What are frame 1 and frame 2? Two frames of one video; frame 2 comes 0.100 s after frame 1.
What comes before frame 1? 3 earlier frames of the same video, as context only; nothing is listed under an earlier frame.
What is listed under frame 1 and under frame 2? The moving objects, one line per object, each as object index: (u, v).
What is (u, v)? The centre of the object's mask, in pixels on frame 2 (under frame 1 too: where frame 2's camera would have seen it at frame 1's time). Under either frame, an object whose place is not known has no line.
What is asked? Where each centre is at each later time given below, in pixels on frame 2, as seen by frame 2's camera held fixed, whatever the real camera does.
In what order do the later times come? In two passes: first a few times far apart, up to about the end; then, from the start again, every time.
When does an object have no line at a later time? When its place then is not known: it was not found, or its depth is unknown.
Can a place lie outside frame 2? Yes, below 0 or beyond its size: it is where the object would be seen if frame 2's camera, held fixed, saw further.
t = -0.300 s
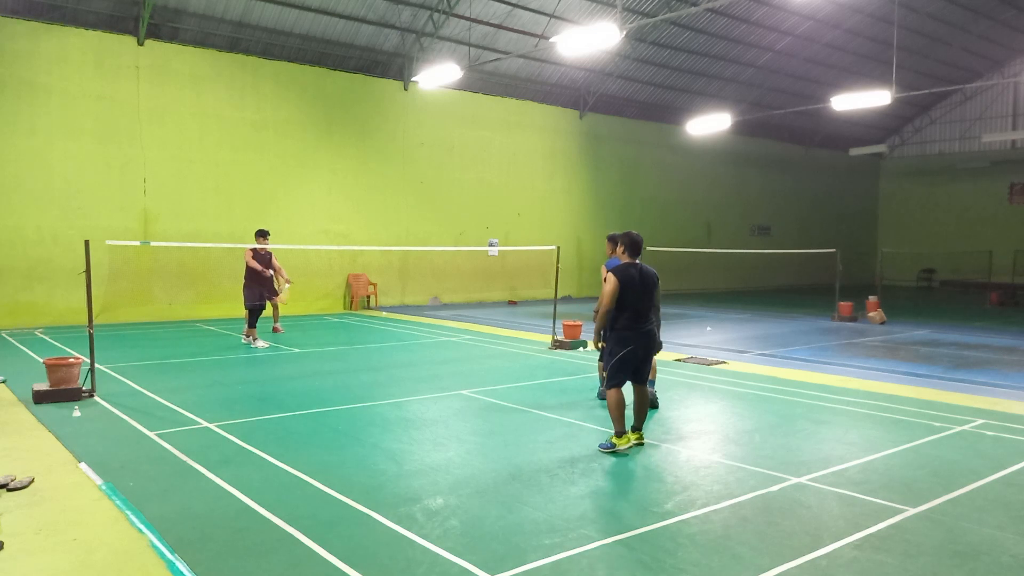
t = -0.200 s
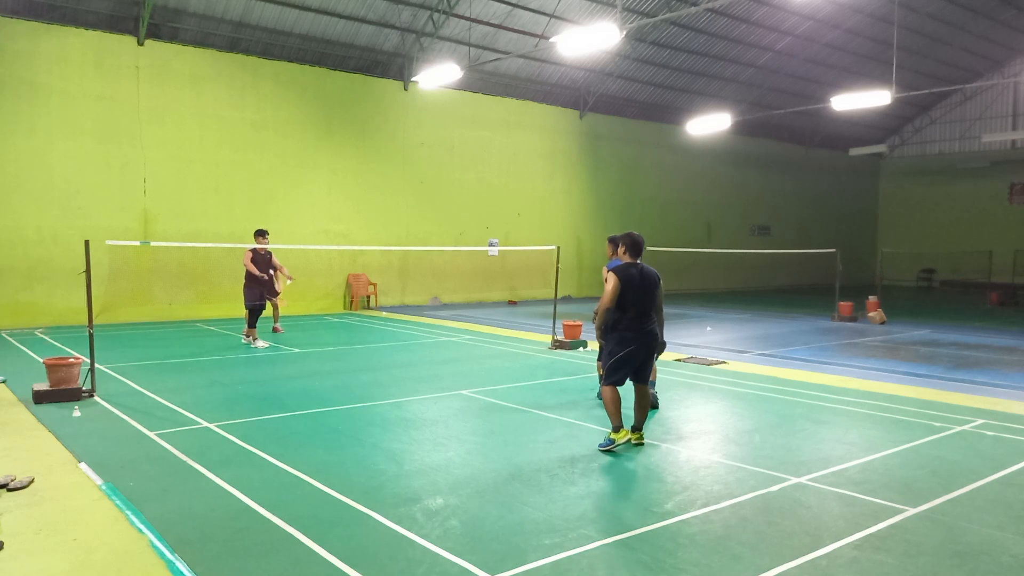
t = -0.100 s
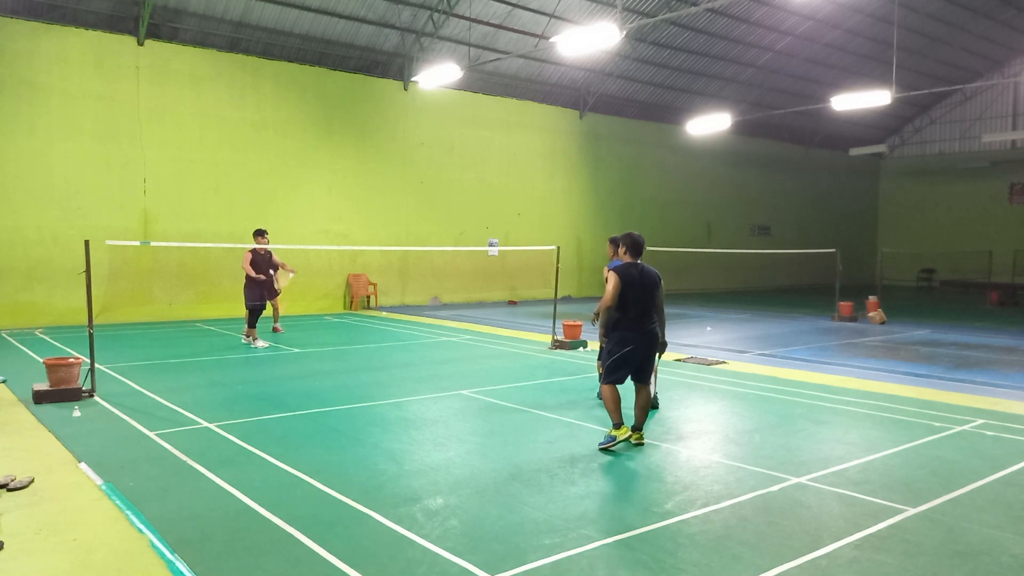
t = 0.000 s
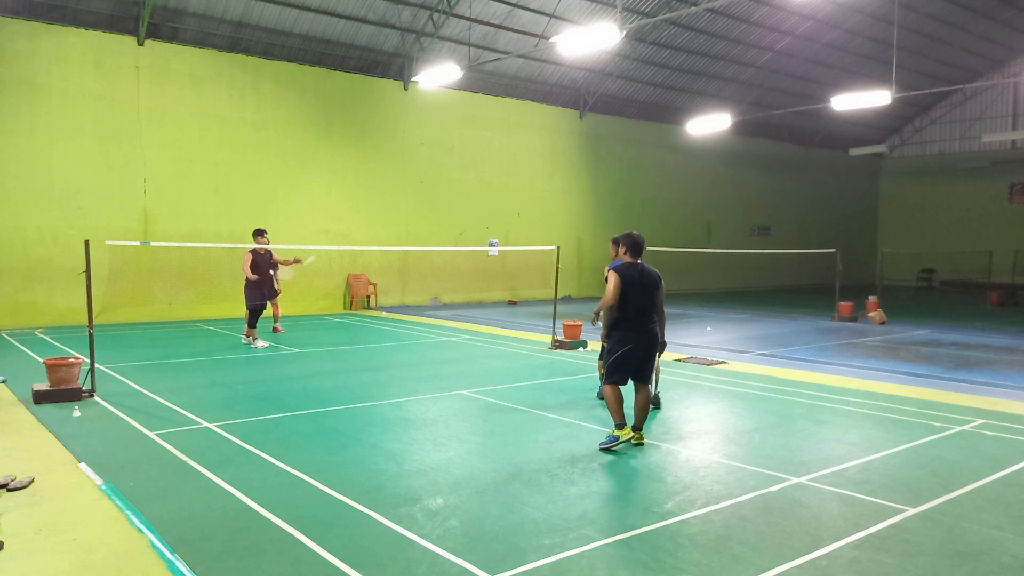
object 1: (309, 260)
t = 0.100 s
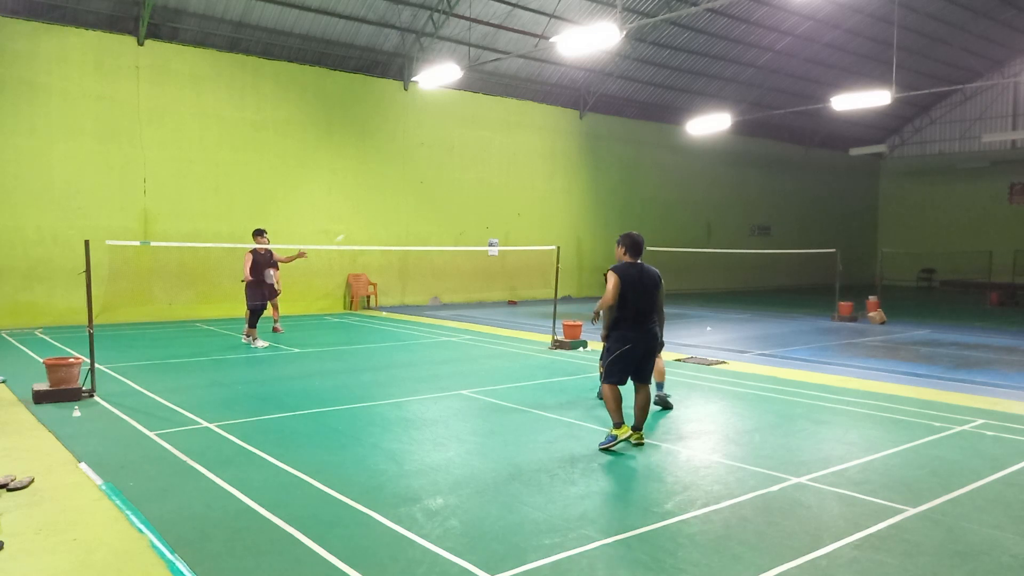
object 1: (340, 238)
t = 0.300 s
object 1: (391, 221)
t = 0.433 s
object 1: (422, 226)
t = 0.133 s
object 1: (348, 232)
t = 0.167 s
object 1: (357, 228)
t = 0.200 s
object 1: (366, 225)
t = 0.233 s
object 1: (374, 223)
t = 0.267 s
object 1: (383, 222)
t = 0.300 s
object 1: (391, 221)
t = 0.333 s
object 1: (399, 221)
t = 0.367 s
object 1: (407, 223)
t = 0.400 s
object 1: (415, 224)
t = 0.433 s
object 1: (422, 226)
